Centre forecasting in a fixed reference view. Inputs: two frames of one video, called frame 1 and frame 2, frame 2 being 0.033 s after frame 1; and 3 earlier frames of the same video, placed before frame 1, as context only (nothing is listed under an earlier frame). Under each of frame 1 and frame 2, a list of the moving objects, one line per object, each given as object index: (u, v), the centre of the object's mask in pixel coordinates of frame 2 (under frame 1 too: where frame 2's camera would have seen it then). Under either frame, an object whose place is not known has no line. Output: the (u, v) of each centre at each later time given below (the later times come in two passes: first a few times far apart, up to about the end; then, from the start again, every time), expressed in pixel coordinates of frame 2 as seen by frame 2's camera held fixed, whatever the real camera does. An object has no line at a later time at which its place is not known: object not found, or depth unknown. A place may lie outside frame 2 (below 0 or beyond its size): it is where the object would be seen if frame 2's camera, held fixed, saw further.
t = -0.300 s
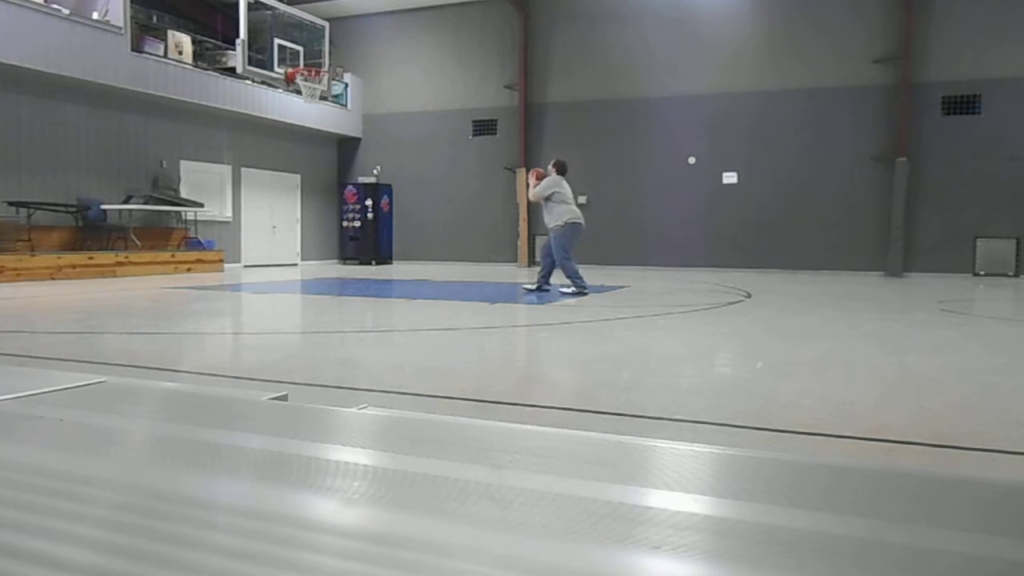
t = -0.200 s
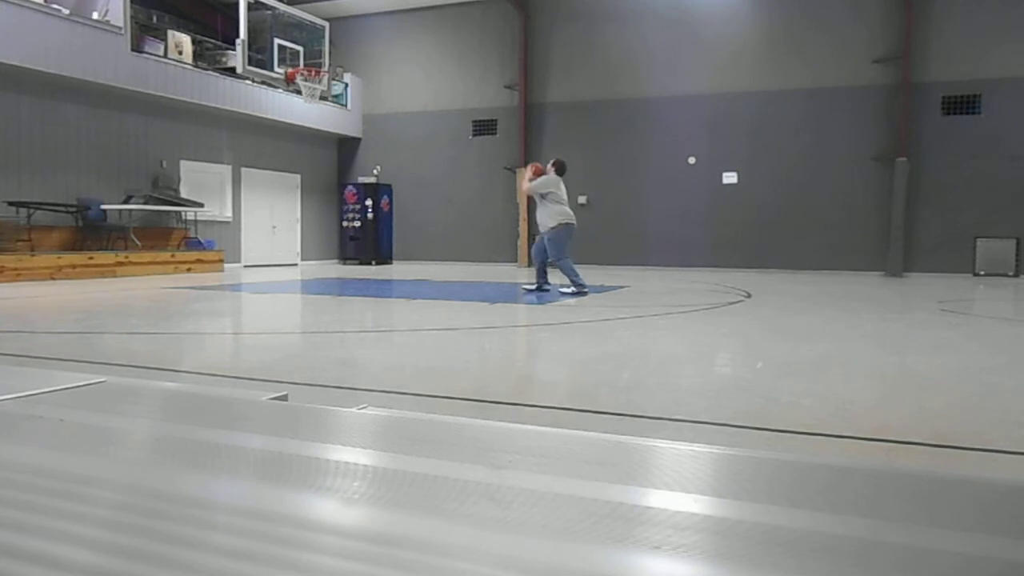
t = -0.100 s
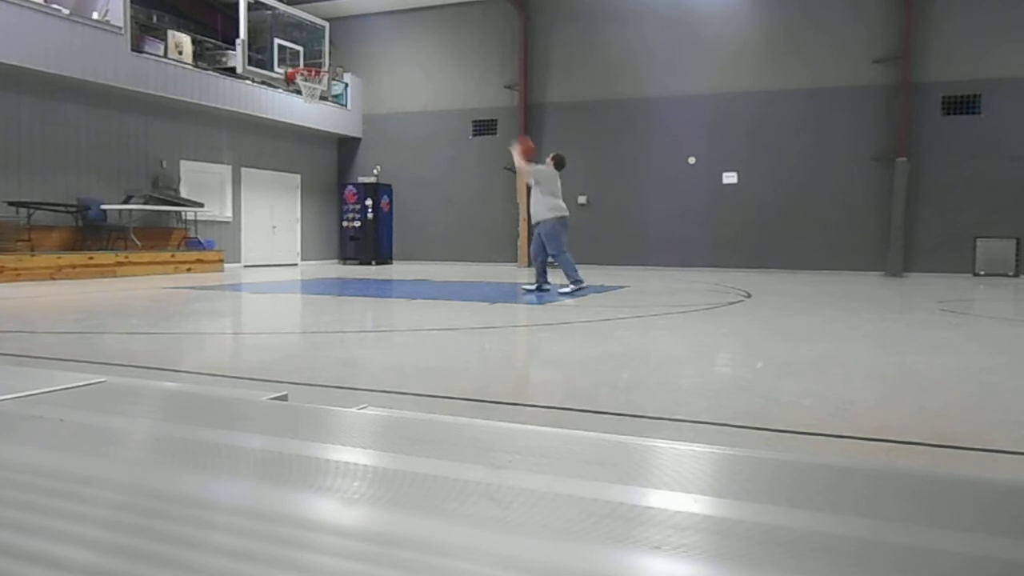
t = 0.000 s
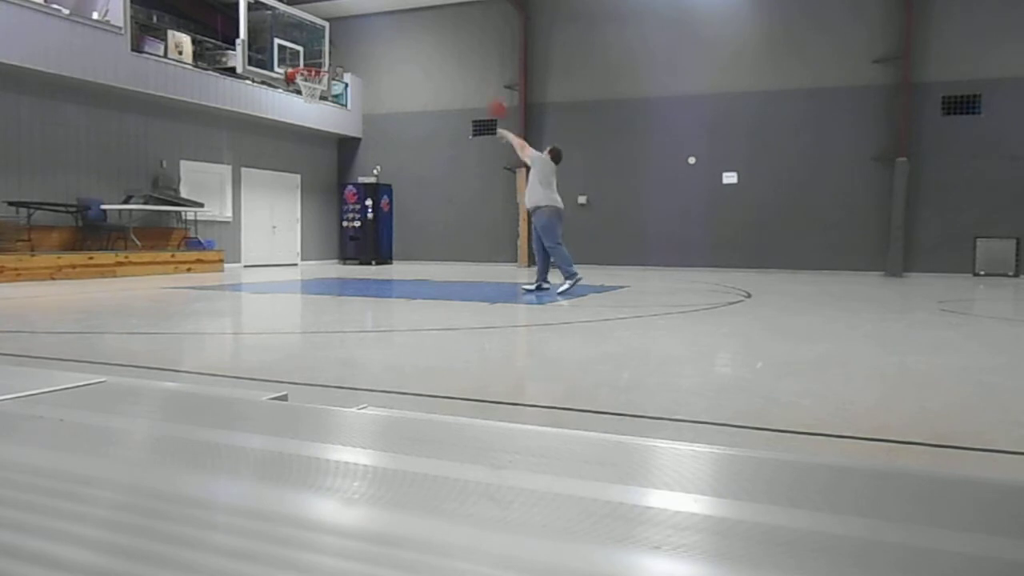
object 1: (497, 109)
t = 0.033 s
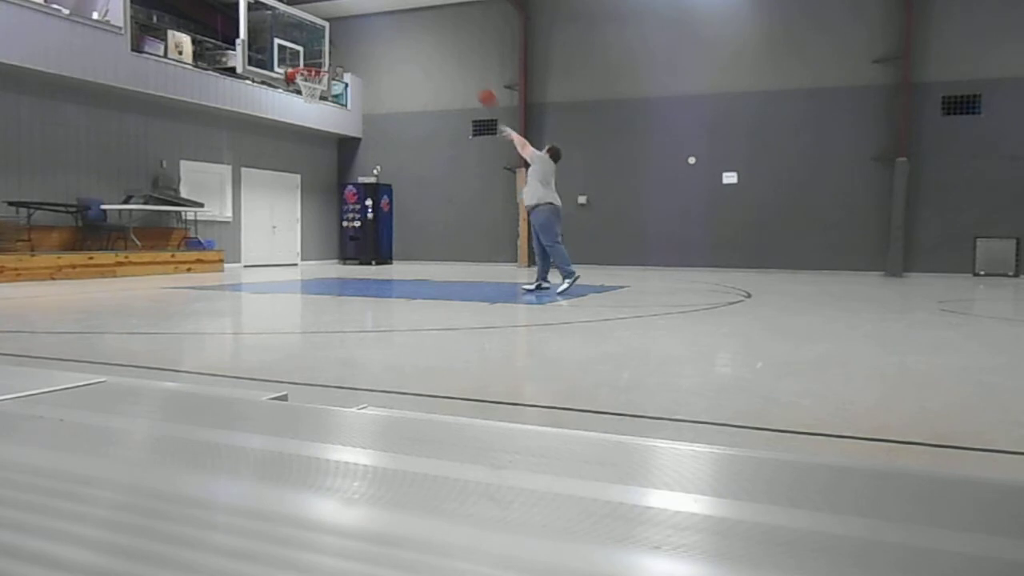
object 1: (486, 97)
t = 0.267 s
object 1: (419, 40)
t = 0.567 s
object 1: (340, 30)
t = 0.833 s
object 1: (320, 65)
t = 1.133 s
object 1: (349, 58)
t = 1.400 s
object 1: (378, 108)
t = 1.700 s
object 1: (413, 239)
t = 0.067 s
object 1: (477, 86)
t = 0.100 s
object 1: (467, 75)
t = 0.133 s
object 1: (456, 66)
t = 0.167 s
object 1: (447, 59)
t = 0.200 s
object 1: (438, 52)
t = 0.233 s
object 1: (428, 45)
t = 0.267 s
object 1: (419, 40)
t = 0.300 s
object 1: (410, 37)
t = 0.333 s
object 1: (401, 33)
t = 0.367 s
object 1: (392, 30)
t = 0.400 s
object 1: (384, 30)
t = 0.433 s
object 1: (375, 28)
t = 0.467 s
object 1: (365, 27)
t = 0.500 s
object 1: (356, 27)
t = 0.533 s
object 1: (348, 29)
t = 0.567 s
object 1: (340, 30)
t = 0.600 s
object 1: (333, 33)
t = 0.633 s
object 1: (324, 37)
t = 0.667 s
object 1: (315, 41)
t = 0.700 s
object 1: (309, 46)
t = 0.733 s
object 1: (303, 52)
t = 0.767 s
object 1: (309, 56)
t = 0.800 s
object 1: (314, 60)
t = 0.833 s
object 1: (320, 65)
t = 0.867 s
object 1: (323, 63)
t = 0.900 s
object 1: (326, 59)
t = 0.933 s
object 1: (330, 57)
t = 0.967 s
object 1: (333, 54)
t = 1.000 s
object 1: (337, 53)
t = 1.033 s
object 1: (339, 53)
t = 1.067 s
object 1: (342, 54)
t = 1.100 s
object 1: (346, 56)
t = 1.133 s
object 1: (349, 58)
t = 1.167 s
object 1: (352, 61)
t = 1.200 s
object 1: (355, 65)
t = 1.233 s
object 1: (359, 70)
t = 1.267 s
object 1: (363, 76)
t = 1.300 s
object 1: (367, 82)
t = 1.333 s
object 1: (370, 90)
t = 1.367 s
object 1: (374, 99)
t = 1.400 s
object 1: (378, 108)
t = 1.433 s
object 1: (382, 119)
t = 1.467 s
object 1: (386, 130)
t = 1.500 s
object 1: (389, 142)
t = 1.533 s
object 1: (393, 155)
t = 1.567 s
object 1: (397, 170)
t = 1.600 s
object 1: (400, 186)
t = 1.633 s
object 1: (405, 202)
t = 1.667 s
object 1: (408, 220)
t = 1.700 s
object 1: (413, 239)
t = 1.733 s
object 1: (416, 255)
